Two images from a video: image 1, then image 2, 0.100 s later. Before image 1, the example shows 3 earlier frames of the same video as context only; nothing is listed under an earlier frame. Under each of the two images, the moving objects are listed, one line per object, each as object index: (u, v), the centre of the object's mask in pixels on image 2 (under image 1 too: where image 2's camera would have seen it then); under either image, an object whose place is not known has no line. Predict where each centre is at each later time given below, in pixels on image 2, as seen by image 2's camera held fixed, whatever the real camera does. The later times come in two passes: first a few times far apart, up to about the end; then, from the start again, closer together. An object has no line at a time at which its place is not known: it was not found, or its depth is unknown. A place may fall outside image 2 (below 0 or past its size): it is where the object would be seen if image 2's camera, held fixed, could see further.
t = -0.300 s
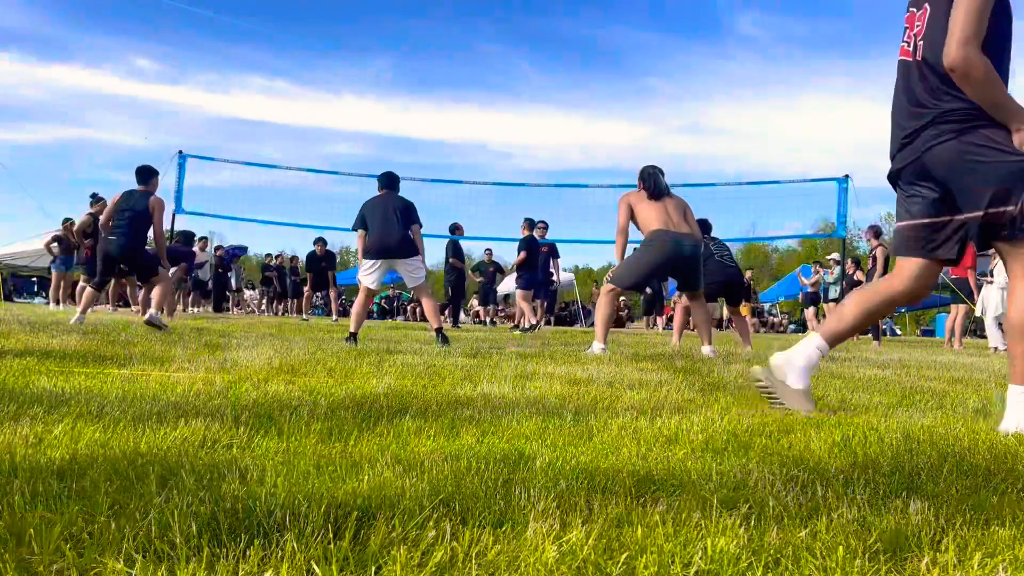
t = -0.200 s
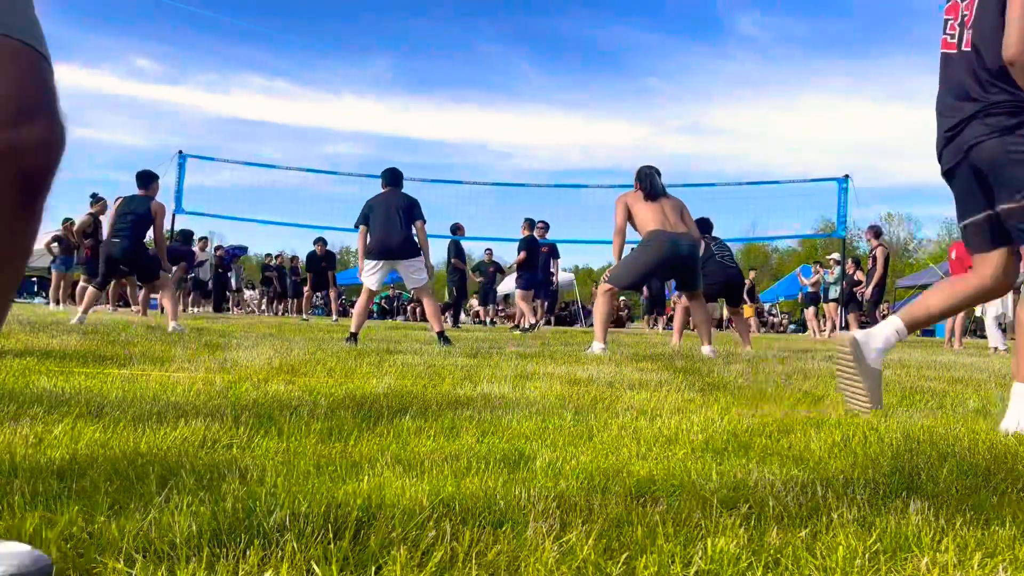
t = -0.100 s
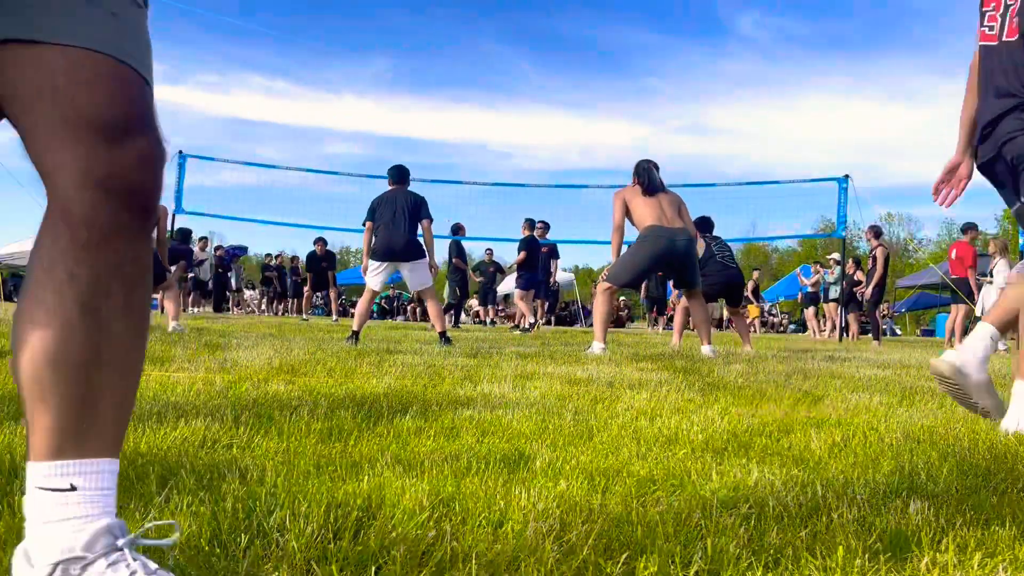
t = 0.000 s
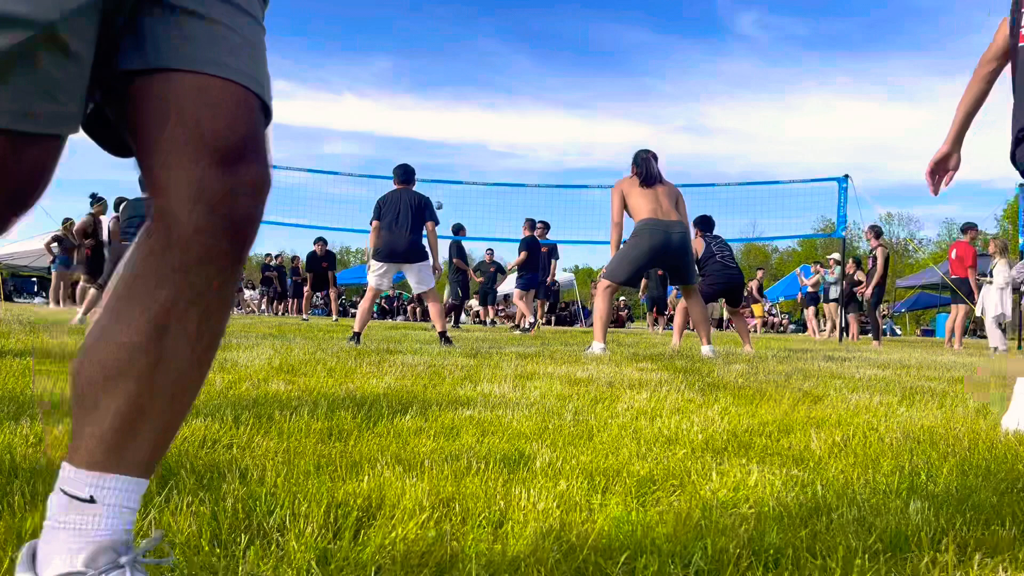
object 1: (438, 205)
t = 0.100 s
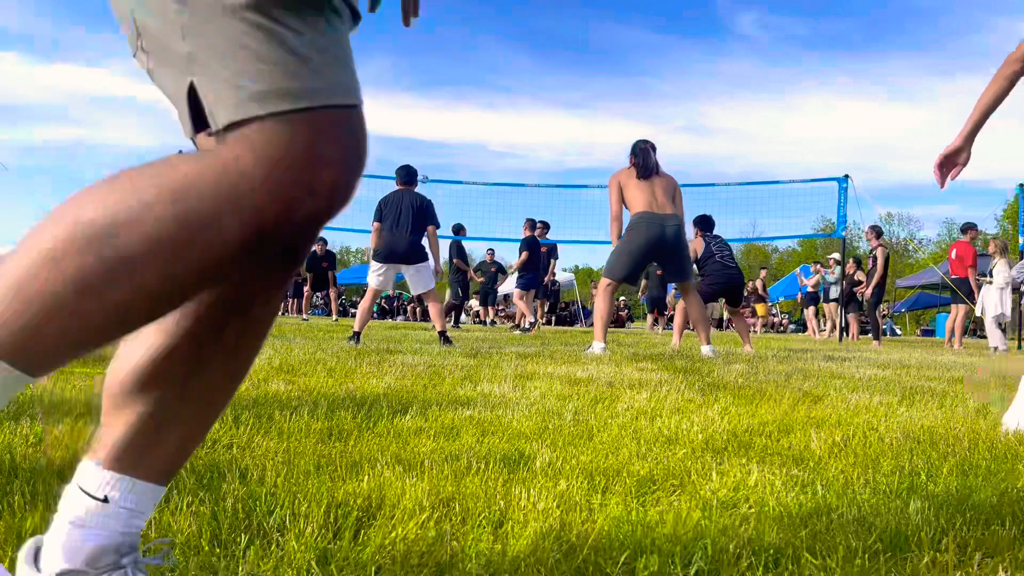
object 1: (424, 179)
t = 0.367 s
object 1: (374, 115)
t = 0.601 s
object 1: (317, 75)
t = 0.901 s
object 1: (204, 58)
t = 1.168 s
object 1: (46, 102)
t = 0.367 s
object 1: (374, 115)
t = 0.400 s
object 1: (367, 108)
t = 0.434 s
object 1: (360, 101)
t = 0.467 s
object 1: (352, 95)
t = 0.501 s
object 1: (344, 90)
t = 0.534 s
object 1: (336, 85)
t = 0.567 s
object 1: (327, 79)
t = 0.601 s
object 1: (317, 75)
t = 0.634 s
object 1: (307, 72)
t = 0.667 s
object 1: (296, 67)
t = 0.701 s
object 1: (285, 65)
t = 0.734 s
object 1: (273, 62)
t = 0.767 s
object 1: (261, 60)
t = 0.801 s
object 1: (248, 59)
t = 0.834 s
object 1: (234, 58)
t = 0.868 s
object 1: (219, 58)
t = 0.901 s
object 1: (204, 58)
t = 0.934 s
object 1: (188, 59)
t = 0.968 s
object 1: (170, 61)
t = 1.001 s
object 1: (153, 65)
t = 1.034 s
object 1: (133, 69)
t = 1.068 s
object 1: (113, 75)
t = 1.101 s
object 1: (92, 82)
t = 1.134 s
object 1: (70, 91)
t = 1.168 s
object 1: (46, 102)
